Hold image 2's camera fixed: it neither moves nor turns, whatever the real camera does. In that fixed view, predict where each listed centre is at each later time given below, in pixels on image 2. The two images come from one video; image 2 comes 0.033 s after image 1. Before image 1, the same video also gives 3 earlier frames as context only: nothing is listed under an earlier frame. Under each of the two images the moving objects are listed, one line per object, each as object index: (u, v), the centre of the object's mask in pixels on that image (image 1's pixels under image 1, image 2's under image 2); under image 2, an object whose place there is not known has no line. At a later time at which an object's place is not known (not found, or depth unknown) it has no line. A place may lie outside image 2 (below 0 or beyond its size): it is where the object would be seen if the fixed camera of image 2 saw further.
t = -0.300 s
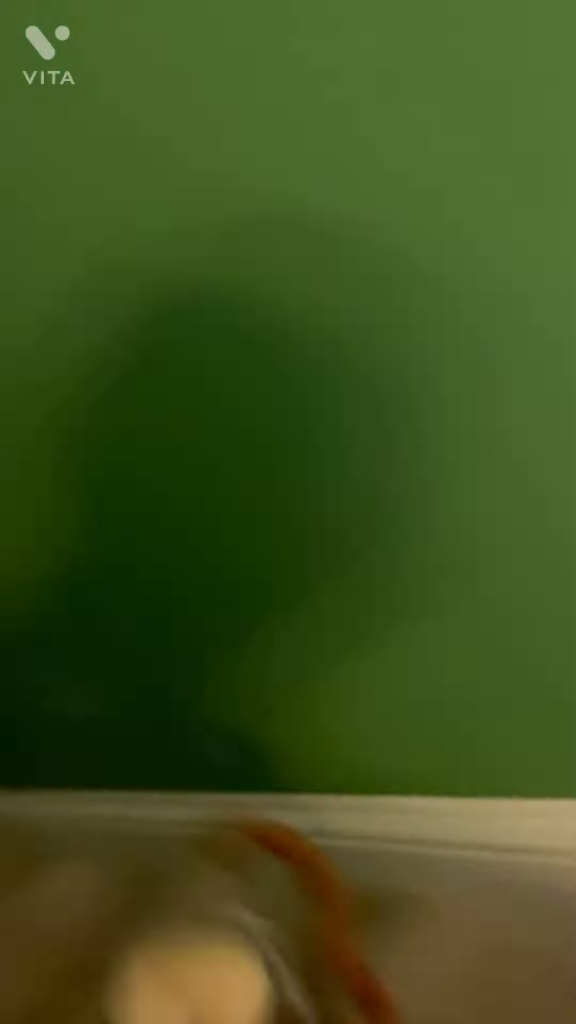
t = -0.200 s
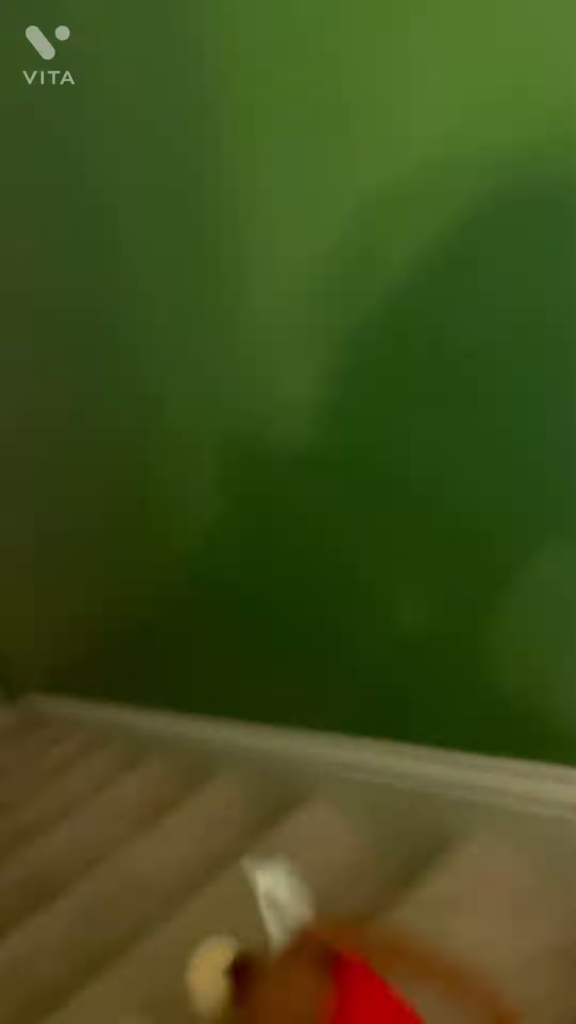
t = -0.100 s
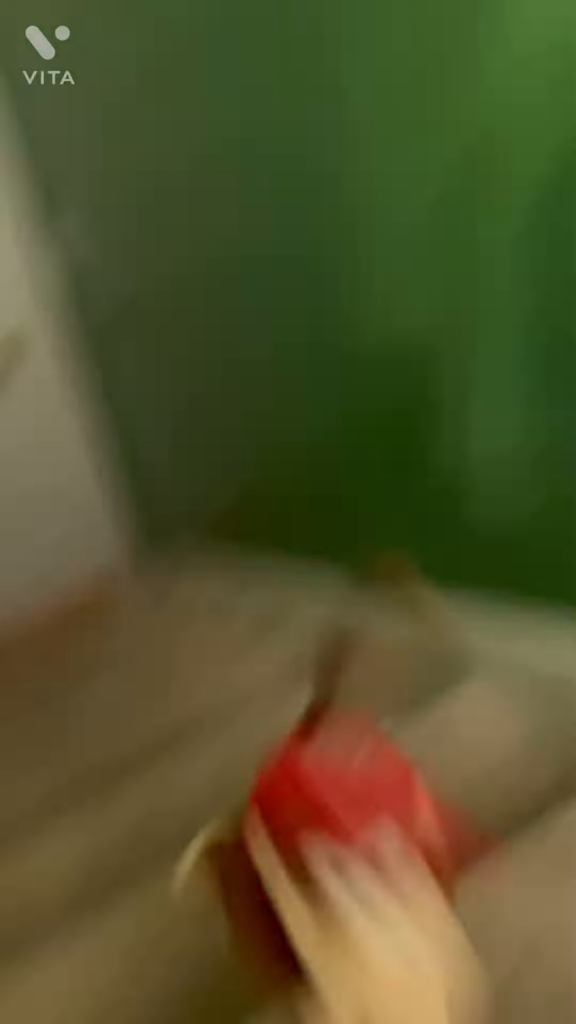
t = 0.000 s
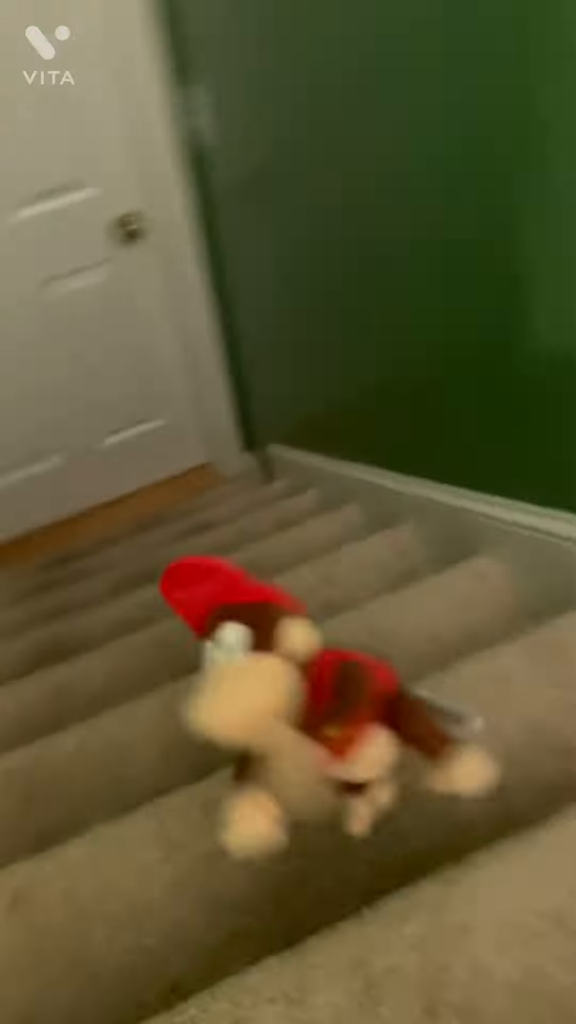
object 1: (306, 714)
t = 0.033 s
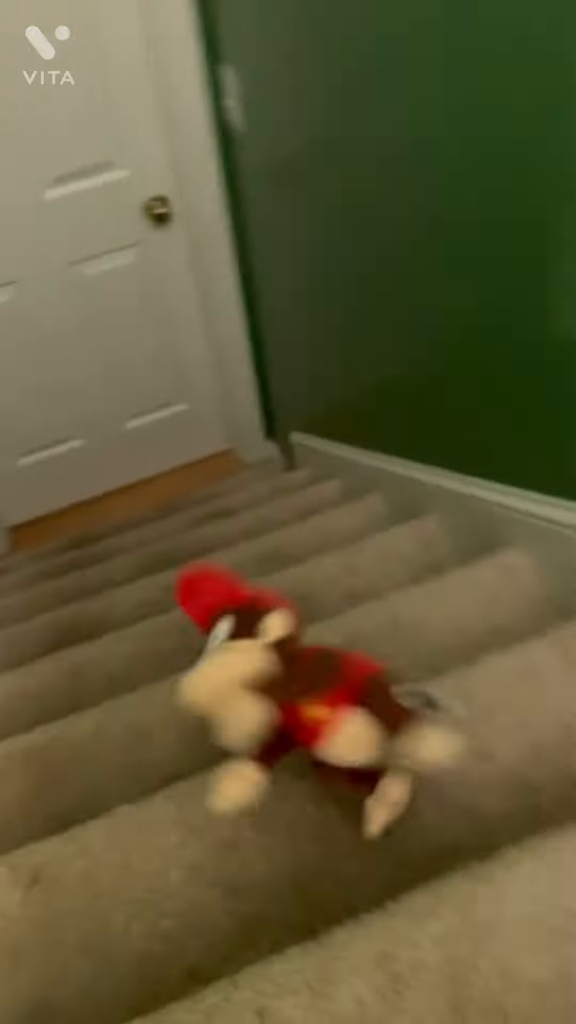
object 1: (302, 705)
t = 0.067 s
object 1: (282, 718)
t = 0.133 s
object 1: (238, 685)
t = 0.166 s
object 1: (227, 686)
